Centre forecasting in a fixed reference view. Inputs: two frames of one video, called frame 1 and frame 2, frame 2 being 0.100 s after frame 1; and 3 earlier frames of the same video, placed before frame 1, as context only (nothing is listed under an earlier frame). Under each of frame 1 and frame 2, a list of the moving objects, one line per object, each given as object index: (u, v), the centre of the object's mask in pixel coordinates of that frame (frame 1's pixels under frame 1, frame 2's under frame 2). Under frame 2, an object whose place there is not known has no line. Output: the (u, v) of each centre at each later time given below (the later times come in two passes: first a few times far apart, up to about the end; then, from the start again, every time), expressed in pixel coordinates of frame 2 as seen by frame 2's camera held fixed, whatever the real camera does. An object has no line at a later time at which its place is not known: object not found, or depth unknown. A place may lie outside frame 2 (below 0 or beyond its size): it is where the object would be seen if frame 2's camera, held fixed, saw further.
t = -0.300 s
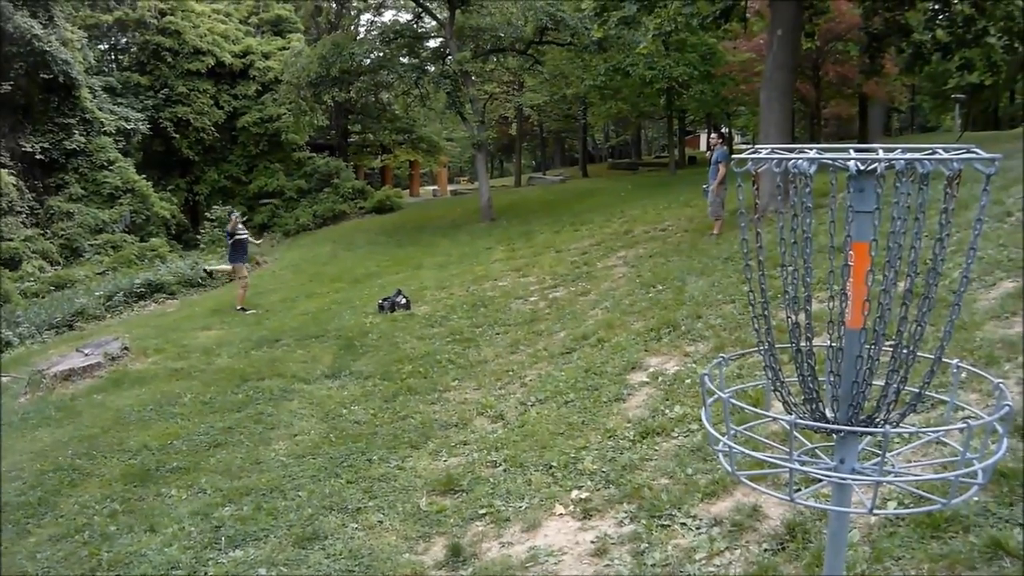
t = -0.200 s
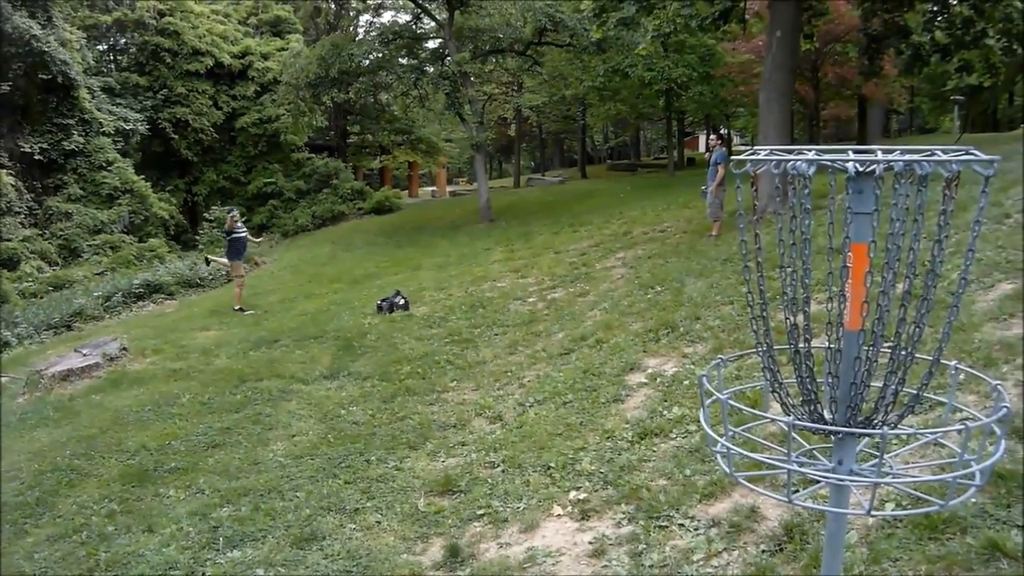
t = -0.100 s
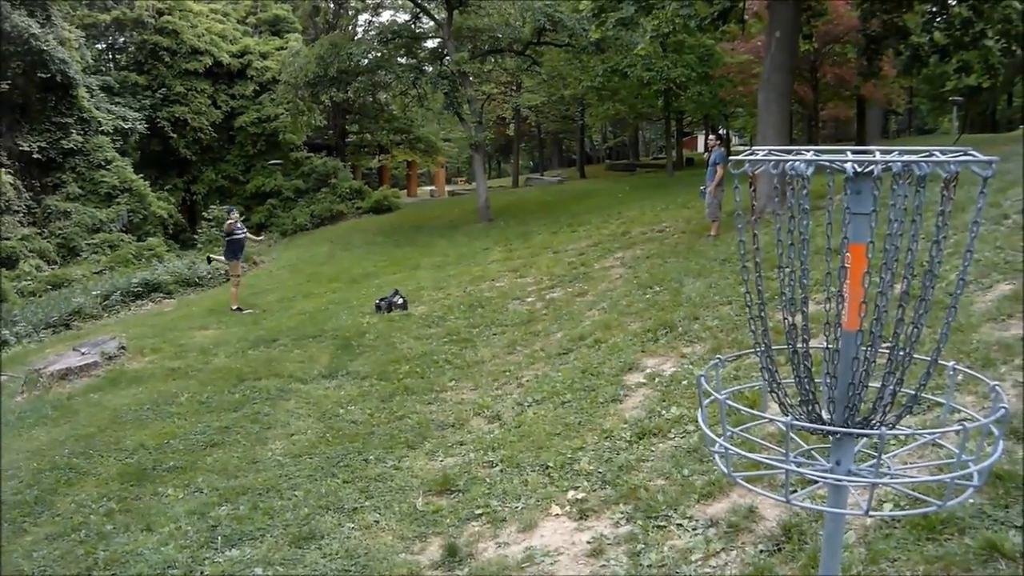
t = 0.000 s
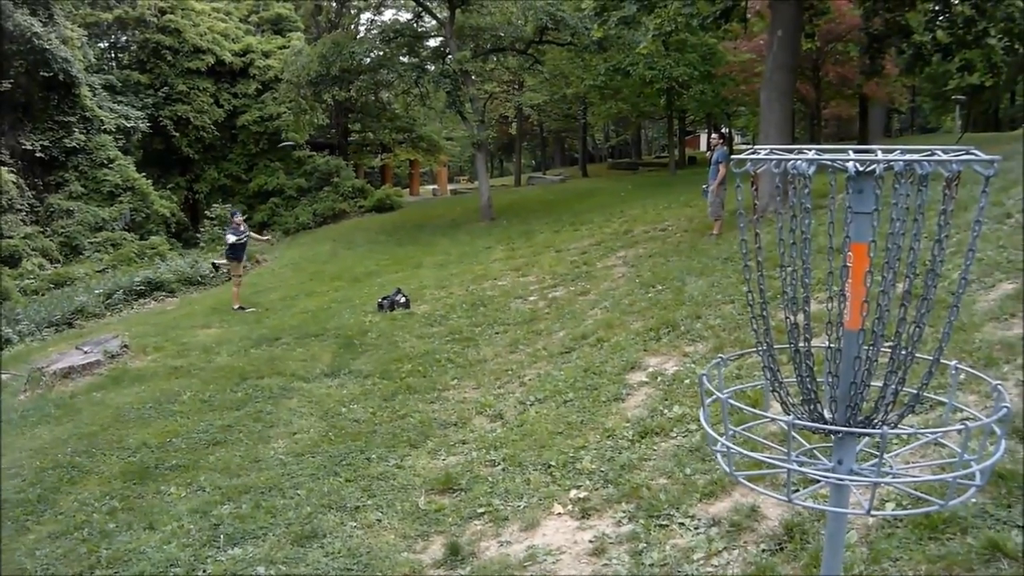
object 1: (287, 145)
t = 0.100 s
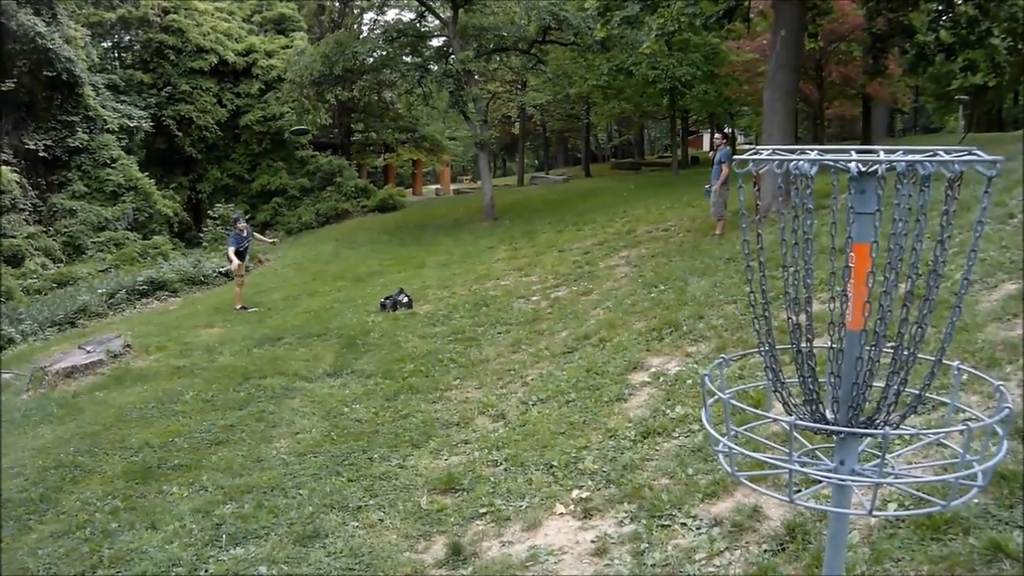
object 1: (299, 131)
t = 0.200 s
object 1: (311, 118)
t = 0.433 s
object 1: (352, 91)
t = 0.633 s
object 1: (420, 72)
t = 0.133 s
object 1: (303, 127)
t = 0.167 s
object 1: (308, 122)
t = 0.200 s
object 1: (311, 118)
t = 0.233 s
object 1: (316, 114)
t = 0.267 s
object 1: (321, 110)
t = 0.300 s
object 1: (327, 106)
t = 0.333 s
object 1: (332, 103)
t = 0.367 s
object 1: (337, 98)
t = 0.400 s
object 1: (345, 95)
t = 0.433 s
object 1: (352, 91)
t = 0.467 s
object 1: (361, 87)
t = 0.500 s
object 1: (370, 84)
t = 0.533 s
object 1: (380, 81)
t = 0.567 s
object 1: (392, 78)
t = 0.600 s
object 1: (405, 75)
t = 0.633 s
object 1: (420, 72)
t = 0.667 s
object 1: (436, 70)
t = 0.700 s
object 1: (464, 65)
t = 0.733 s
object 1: (484, 64)
